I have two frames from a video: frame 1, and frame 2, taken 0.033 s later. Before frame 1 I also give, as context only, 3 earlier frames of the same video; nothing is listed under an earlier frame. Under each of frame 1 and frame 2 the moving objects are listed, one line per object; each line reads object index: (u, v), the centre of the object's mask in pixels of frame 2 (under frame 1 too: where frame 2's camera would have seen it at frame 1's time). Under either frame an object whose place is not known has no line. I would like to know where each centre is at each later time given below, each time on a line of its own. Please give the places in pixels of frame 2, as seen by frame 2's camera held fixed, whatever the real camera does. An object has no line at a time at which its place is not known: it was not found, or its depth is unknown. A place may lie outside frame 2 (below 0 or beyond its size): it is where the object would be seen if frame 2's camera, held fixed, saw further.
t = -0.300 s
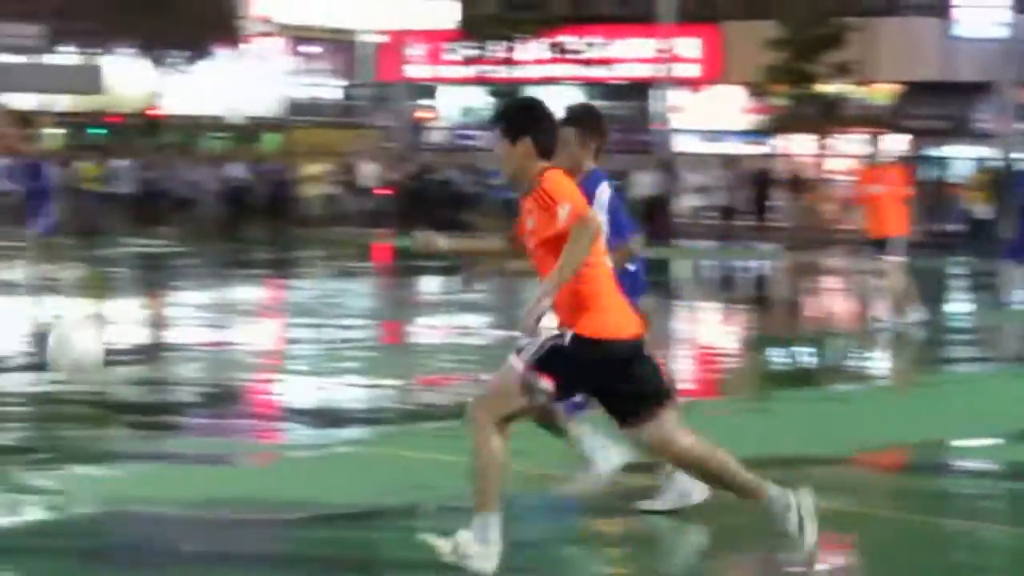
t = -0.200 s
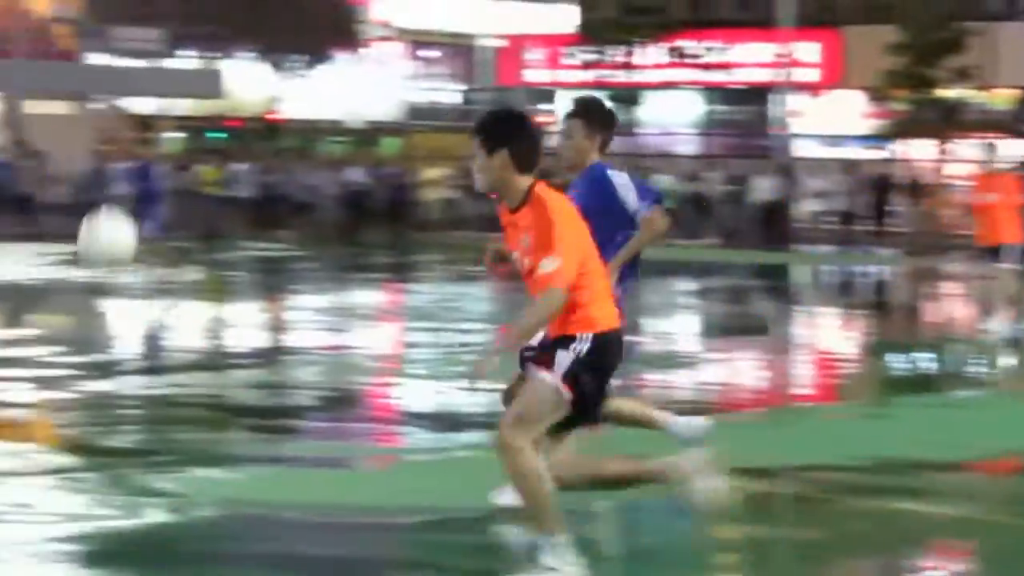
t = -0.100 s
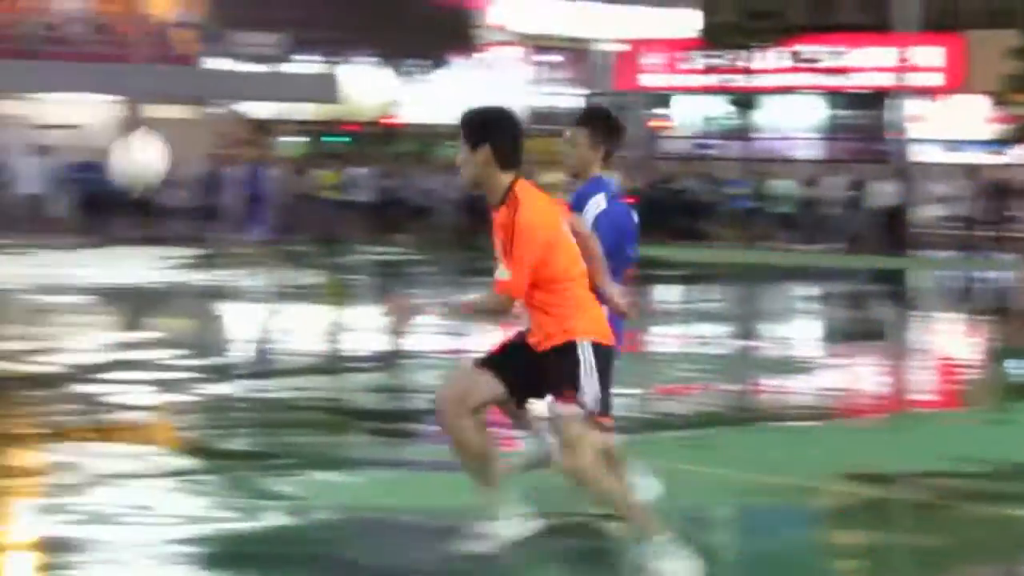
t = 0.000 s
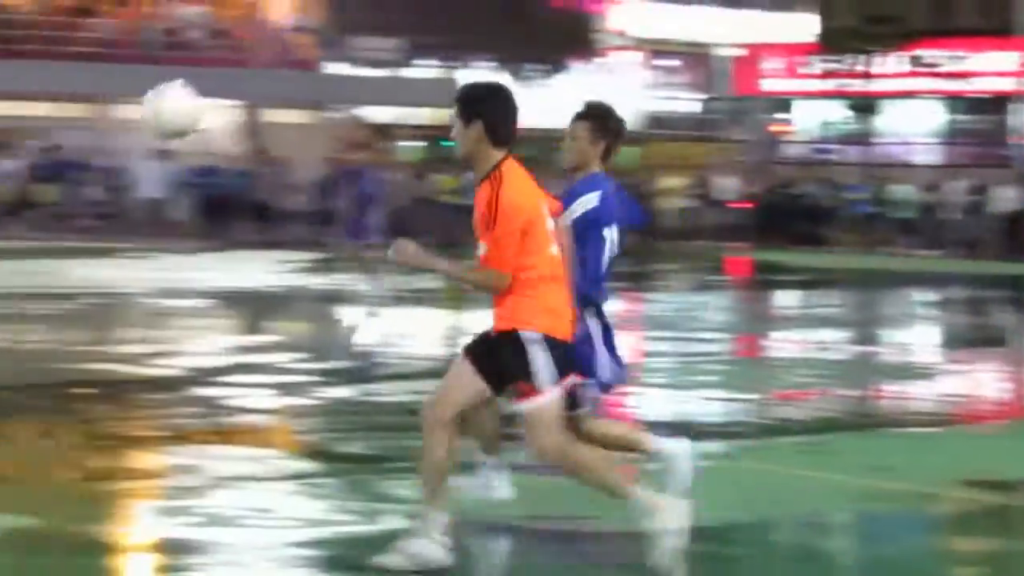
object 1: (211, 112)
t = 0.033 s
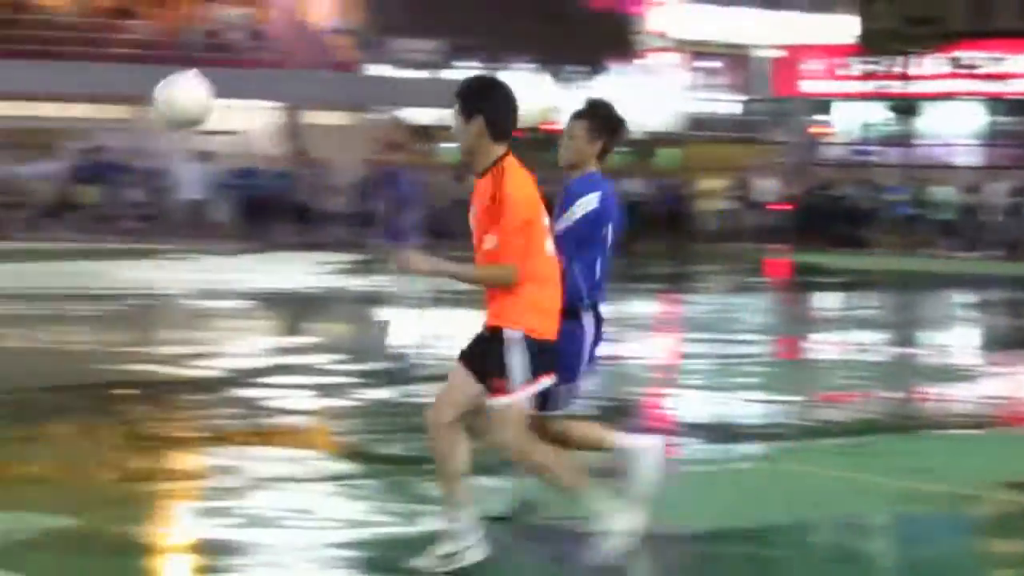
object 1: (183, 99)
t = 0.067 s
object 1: (154, 89)
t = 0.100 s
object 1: (125, 83)
